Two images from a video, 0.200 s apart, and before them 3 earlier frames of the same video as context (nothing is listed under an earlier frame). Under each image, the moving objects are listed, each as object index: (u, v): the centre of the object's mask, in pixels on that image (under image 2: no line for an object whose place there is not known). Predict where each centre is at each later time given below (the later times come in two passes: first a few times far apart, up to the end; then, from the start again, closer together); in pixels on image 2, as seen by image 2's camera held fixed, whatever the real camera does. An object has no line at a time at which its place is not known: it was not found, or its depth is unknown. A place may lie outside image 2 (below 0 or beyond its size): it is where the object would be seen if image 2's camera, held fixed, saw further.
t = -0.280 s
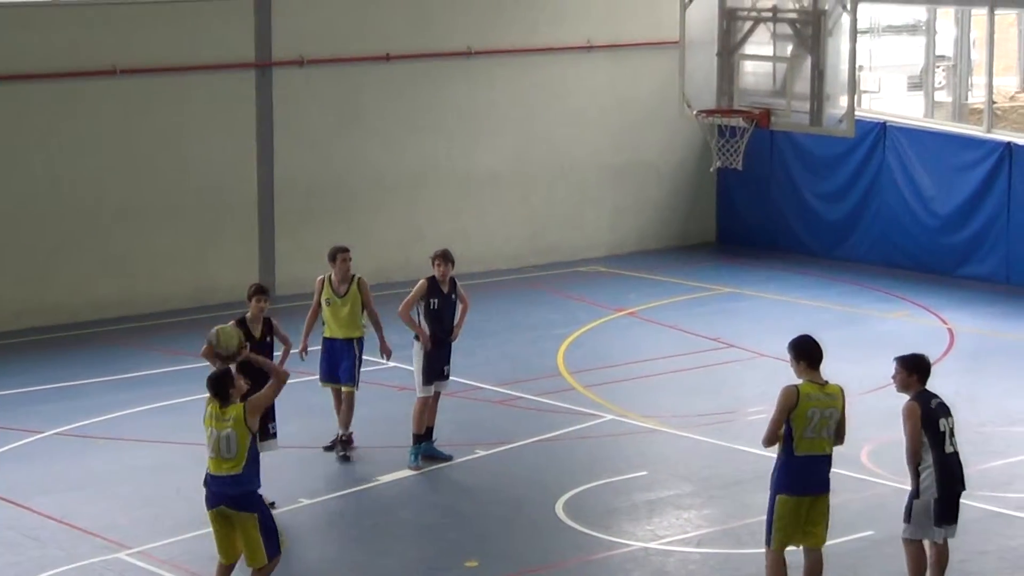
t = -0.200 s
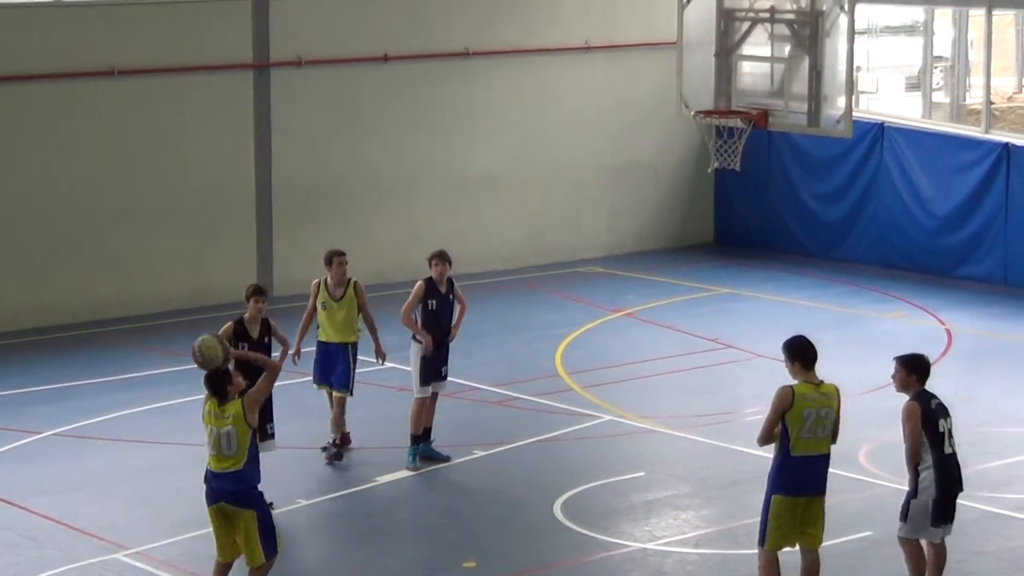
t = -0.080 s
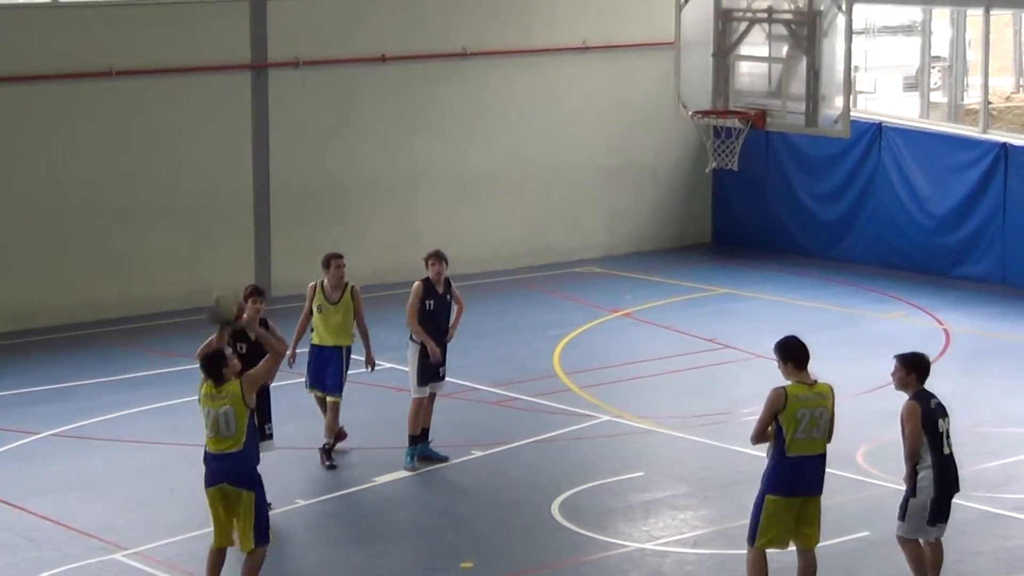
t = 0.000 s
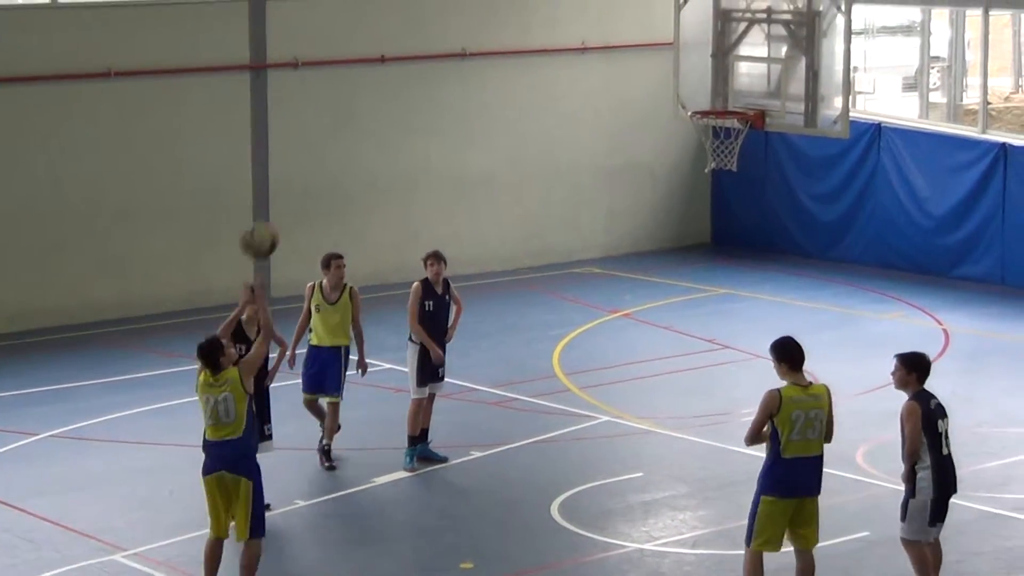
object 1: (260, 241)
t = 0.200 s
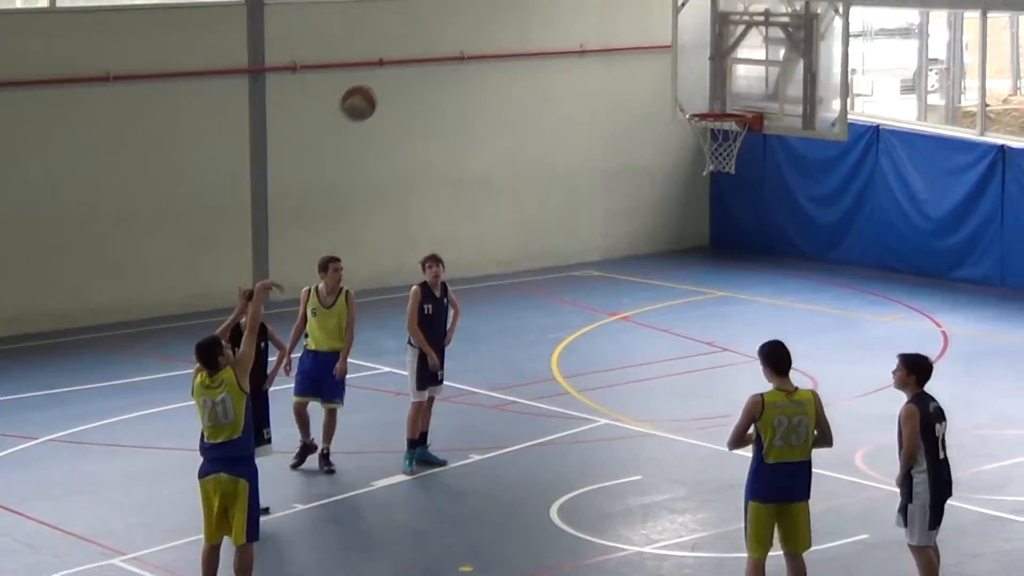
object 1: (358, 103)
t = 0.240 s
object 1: (378, 83)
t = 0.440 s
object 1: (472, 20)
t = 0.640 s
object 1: (559, 18)
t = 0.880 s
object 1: (656, 85)
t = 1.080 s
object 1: (617, 153)
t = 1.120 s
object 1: (597, 169)
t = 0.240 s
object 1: (378, 83)
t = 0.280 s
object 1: (397, 66)
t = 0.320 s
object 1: (416, 51)
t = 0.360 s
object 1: (435, 39)
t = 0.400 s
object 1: (454, 29)
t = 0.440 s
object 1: (472, 20)
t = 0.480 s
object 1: (490, 15)
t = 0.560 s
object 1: (524, 12)
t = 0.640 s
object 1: (559, 18)
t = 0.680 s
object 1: (576, 24)
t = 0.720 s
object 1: (592, 32)
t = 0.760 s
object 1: (609, 42)
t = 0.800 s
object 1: (625, 55)
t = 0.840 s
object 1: (640, 69)
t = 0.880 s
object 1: (656, 85)
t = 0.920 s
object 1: (671, 103)
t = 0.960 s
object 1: (676, 119)
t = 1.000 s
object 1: (656, 128)
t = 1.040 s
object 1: (637, 140)
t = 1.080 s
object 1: (617, 153)
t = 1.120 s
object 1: (597, 169)
